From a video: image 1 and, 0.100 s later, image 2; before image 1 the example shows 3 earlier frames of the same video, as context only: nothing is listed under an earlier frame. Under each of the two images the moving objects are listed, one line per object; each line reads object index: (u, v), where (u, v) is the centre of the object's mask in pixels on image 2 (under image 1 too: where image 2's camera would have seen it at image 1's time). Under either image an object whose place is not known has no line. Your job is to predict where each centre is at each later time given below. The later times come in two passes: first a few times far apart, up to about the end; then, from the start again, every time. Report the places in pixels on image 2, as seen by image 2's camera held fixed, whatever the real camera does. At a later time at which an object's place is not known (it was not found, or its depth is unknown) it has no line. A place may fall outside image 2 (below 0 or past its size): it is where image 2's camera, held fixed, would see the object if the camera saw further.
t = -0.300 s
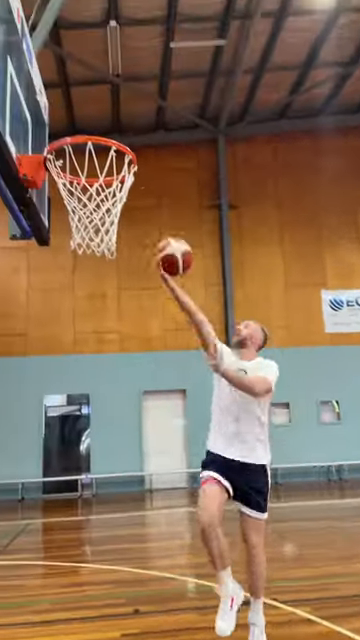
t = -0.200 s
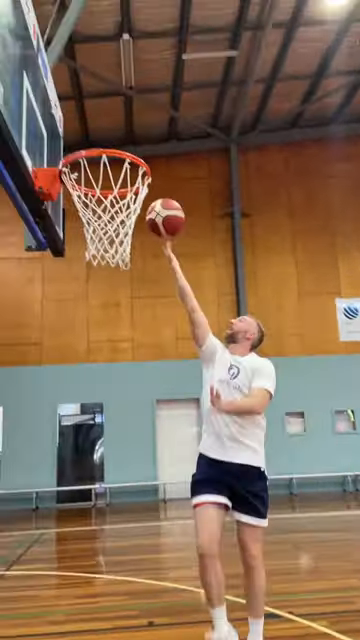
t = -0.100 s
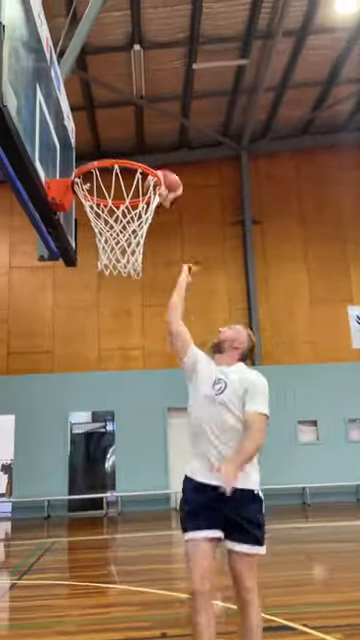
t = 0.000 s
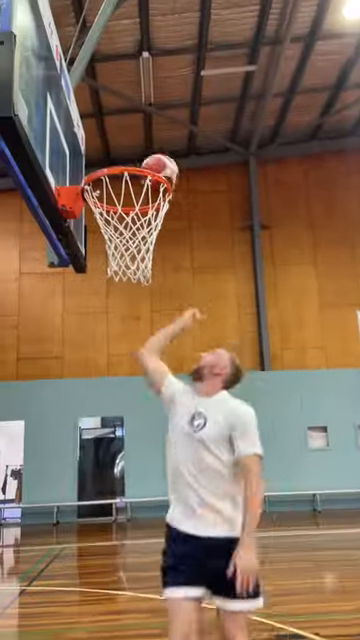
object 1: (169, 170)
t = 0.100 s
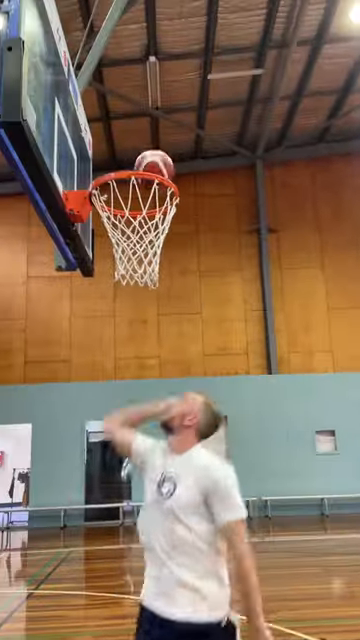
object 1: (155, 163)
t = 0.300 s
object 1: (128, 193)
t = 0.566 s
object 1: (113, 225)
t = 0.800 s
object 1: (145, 274)
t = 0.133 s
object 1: (150, 166)
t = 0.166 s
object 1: (146, 168)
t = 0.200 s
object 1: (143, 168)
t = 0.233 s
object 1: (140, 172)
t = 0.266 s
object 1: (133, 191)
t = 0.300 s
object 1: (128, 193)
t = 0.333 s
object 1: (123, 194)
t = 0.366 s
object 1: (120, 195)
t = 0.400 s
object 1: (115, 199)
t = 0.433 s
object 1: (109, 205)
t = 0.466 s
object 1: (107, 209)
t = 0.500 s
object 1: (110, 218)
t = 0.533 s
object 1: (108, 224)
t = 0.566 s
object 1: (113, 225)
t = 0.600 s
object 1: (117, 229)
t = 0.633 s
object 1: (120, 231)
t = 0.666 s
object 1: (124, 236)
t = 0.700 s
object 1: (128, 243)
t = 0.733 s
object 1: (135, 259)
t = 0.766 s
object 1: (139, 263)
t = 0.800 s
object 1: (145, 274)
